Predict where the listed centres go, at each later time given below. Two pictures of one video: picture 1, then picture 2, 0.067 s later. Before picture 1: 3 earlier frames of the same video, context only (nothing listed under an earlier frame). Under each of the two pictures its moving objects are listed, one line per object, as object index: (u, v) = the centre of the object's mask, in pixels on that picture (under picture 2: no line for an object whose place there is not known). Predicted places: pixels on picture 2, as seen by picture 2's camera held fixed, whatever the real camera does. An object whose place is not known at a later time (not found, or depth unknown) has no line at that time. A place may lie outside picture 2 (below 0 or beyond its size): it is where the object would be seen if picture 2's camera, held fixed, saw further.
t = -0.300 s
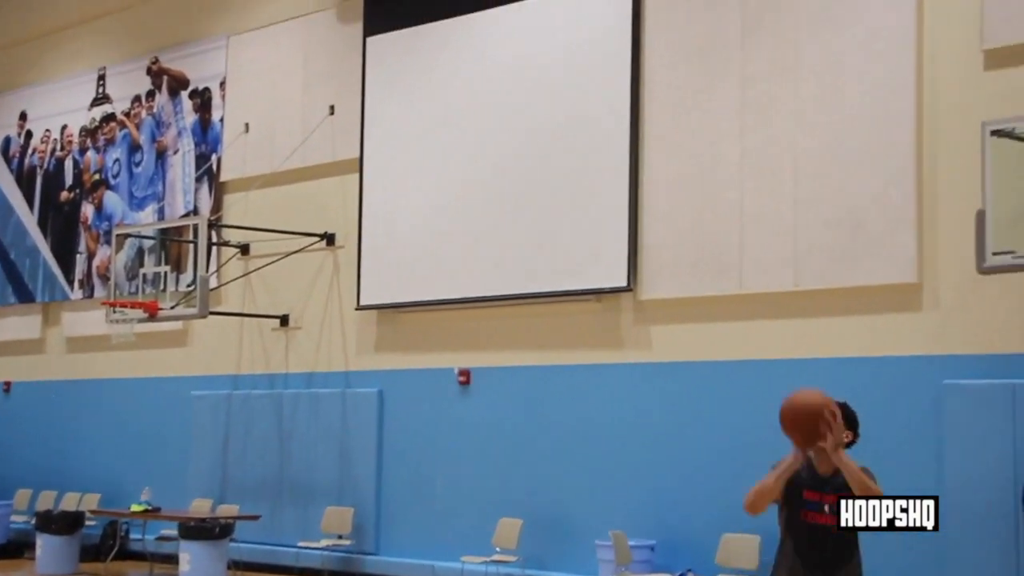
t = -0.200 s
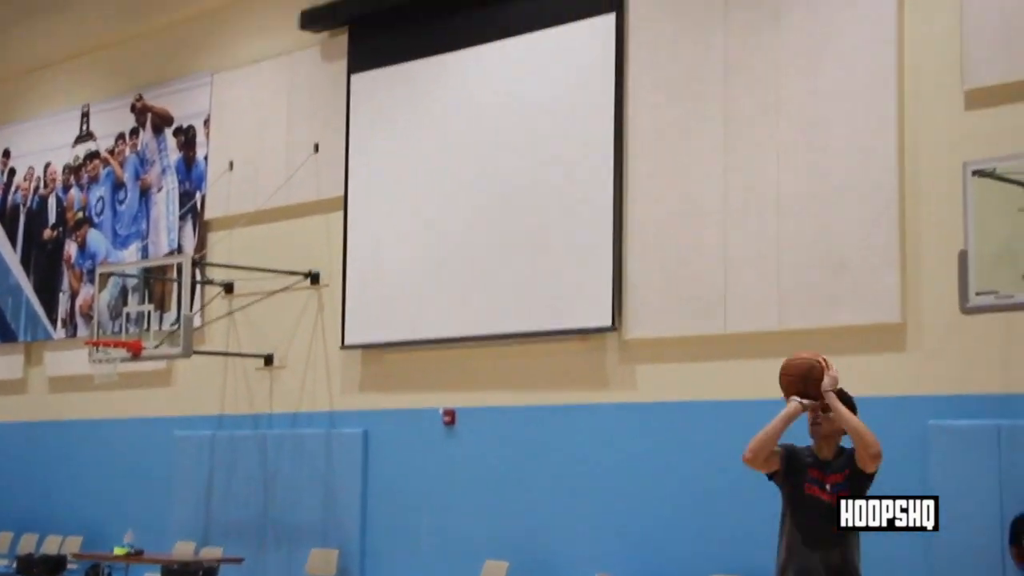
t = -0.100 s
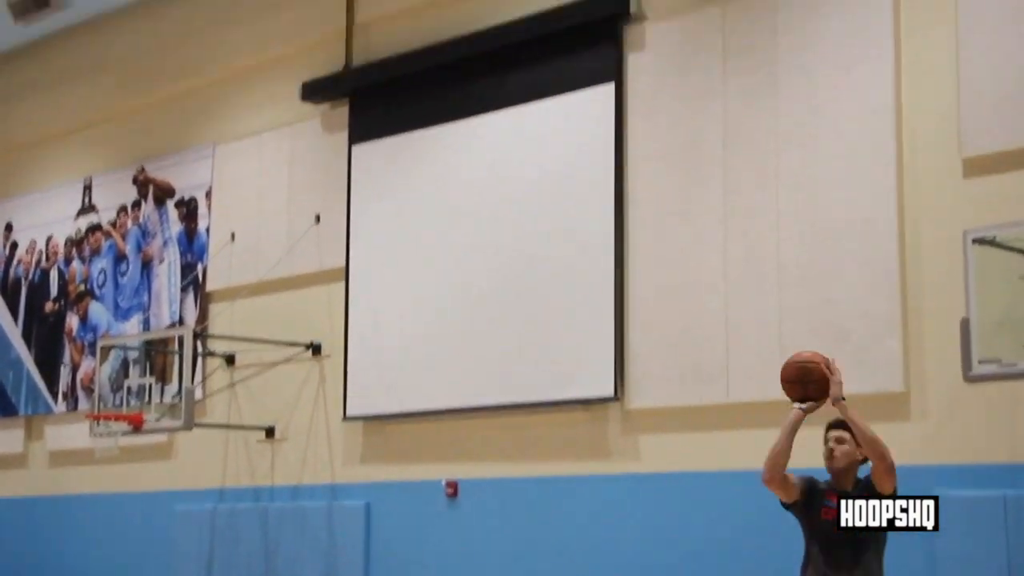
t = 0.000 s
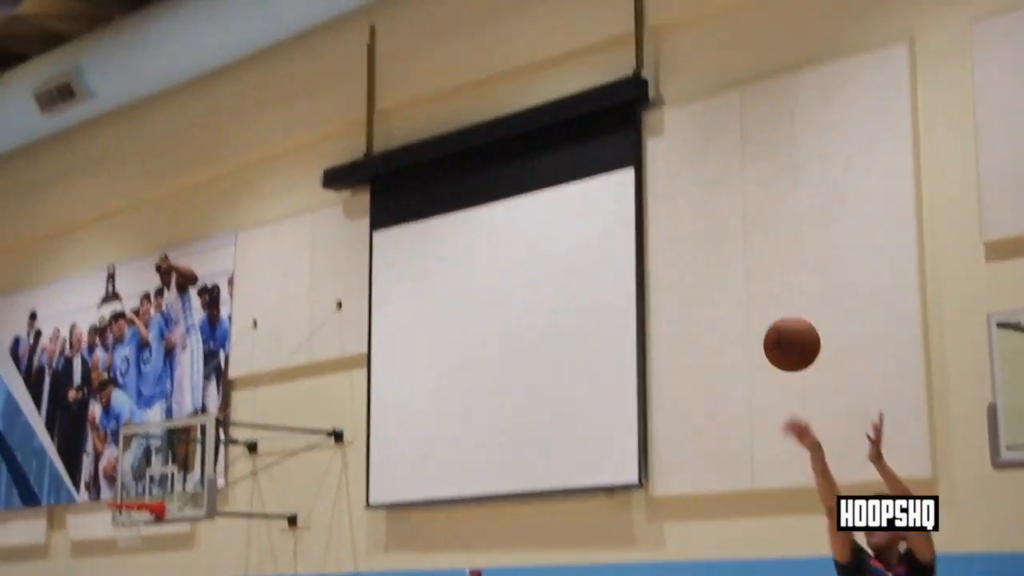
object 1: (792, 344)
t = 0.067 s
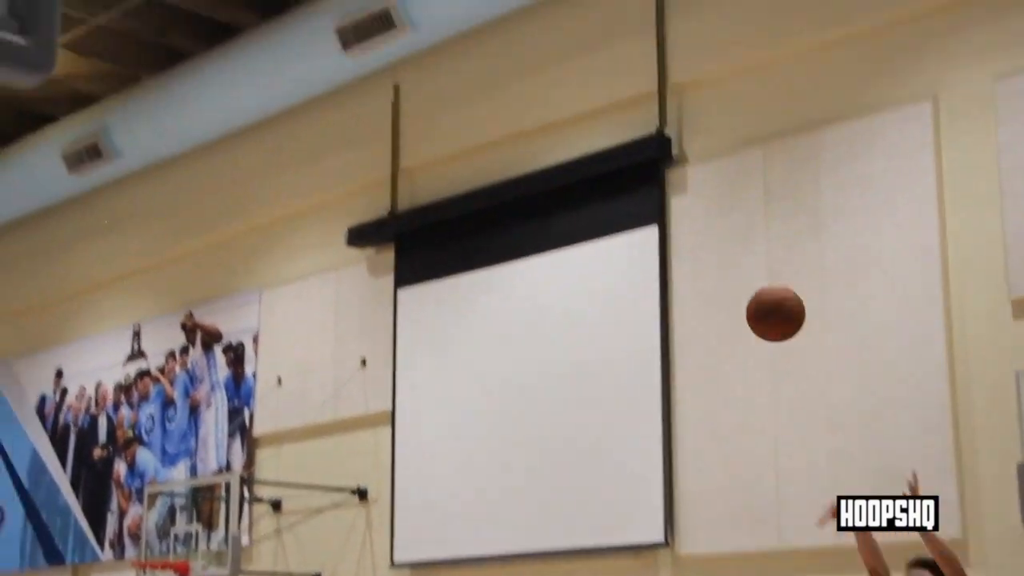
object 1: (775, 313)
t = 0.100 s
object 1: (753, 270)
